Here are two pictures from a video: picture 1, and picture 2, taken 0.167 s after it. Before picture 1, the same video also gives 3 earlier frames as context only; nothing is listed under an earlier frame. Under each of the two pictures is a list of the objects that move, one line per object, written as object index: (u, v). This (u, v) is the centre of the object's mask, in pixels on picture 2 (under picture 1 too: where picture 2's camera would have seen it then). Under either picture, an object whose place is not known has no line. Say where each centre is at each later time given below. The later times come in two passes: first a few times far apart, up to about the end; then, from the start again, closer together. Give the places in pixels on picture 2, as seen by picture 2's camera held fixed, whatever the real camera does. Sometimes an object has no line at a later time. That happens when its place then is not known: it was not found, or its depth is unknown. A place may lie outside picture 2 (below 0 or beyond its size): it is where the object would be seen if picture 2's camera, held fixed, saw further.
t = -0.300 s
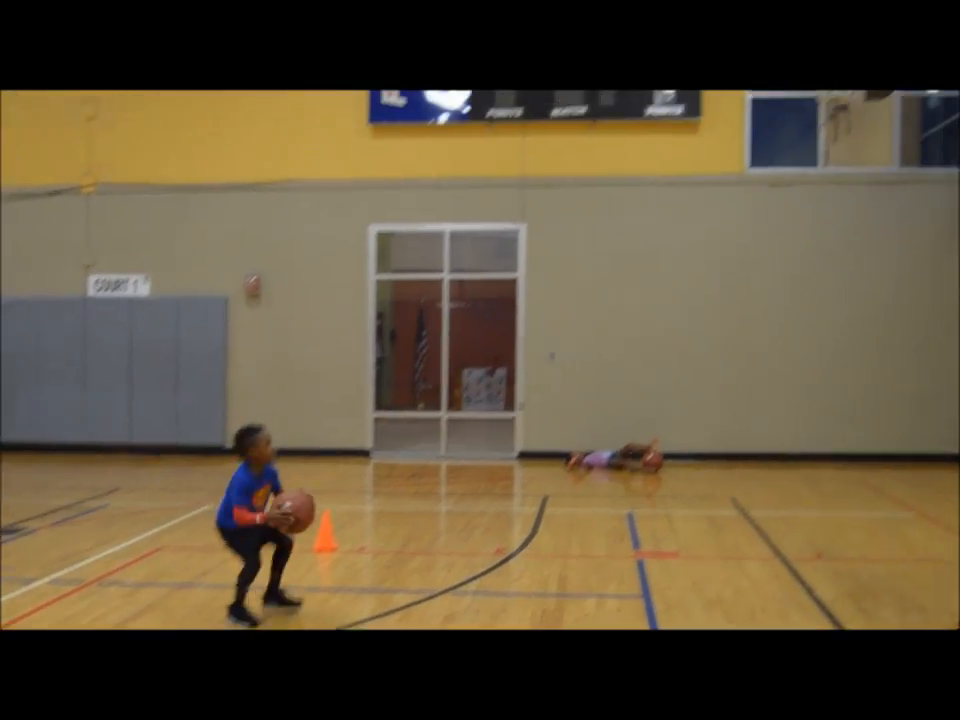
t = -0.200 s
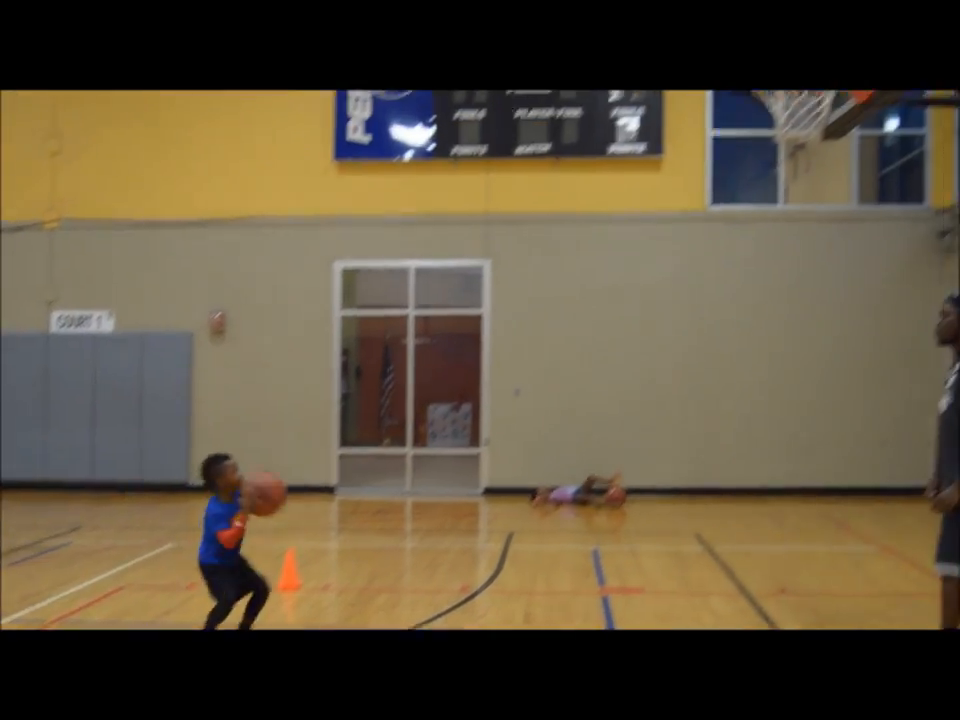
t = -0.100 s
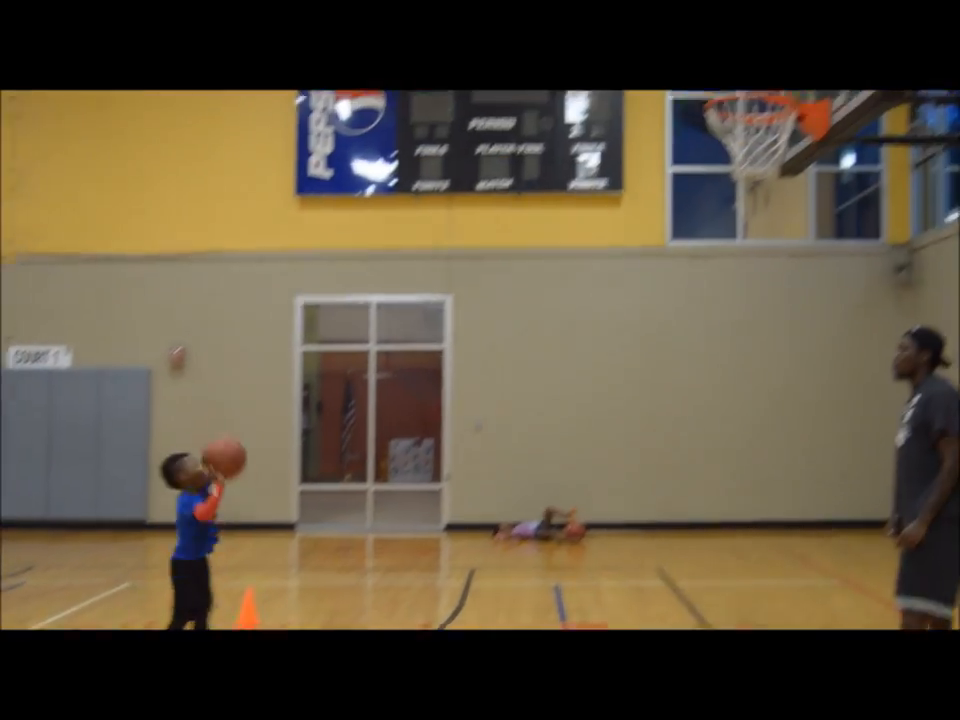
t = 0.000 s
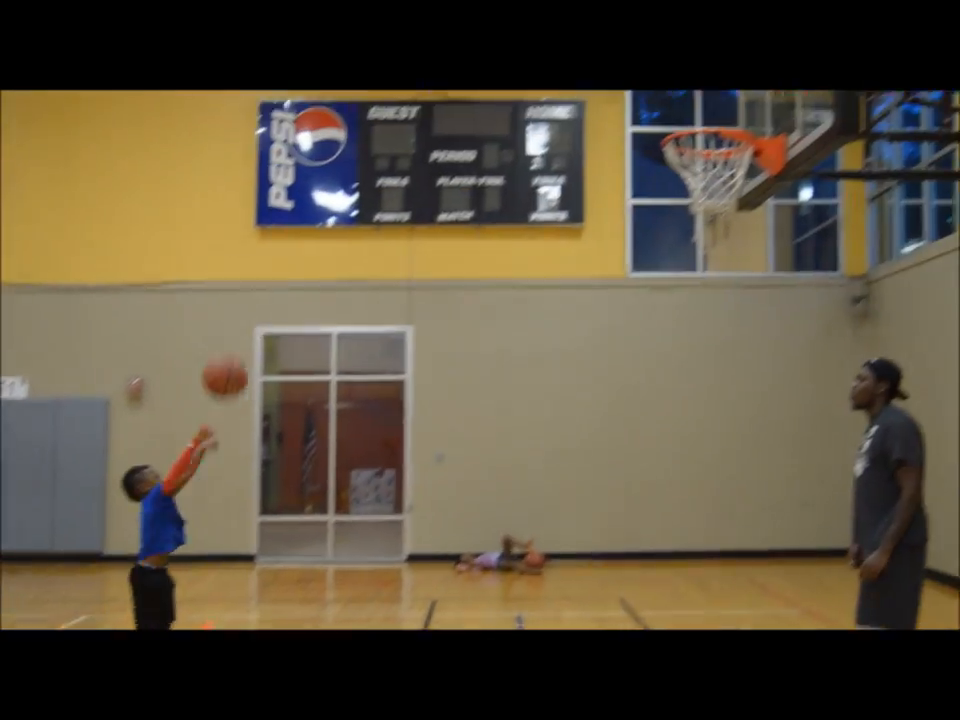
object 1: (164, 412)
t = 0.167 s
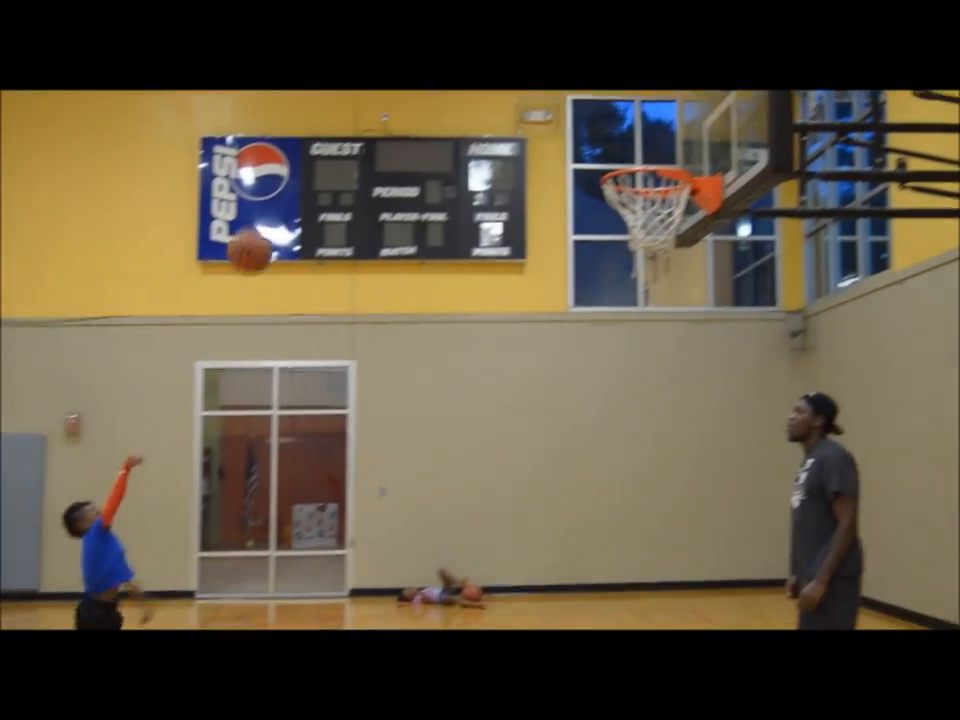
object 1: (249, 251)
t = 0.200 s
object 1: (265, 224)
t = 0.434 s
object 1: (377, 107)
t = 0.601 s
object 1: (454, 89)
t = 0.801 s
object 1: (540, 110)
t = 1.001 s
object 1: (604, 153)
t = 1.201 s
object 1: (609, 157)
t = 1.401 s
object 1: (627, 161)
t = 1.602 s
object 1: (651, 193)
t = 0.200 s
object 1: (265, 224)
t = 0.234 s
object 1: (282, 201)
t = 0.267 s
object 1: (298, 181)
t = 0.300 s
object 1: (313, 161)
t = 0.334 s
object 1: (329, 145)
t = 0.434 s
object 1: (377, 107)
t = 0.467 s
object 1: (392, 98)
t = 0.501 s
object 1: (407, 95)
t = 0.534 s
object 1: (424, 92)
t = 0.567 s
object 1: (439, 90)
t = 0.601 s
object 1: (454, 89)
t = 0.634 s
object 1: (469, 90)
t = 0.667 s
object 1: (485, 91)
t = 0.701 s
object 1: (500, 93)
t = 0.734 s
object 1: (511, 96)
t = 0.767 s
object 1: (526, 101)
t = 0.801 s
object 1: (540, 110)
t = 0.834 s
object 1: (559, 121)
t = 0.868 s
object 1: (574, 137)
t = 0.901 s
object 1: (591, 150)
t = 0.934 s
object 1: (600, 163)
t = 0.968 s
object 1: (602, 158)
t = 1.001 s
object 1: (604, 153)
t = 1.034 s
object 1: (605, 149)
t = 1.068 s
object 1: (606, 148)
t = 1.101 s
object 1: (607, 148)
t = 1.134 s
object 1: (608, 149)
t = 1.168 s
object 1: (609, 153)
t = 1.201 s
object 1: (609, 157)
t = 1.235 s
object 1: (610, 162)
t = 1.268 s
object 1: (613, 161)
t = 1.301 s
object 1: (616, 161)
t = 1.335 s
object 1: (619, 162)
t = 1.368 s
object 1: (623, 161)
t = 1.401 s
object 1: (627, 161)
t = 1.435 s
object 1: (631, 161)
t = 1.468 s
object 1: (637, 162)
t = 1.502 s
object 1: (641, 163)
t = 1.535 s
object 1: (644, 176)
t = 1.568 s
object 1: (647, 189)
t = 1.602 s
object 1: (651, 193)
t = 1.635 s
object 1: (658, 196)
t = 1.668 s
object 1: (657, 203)
